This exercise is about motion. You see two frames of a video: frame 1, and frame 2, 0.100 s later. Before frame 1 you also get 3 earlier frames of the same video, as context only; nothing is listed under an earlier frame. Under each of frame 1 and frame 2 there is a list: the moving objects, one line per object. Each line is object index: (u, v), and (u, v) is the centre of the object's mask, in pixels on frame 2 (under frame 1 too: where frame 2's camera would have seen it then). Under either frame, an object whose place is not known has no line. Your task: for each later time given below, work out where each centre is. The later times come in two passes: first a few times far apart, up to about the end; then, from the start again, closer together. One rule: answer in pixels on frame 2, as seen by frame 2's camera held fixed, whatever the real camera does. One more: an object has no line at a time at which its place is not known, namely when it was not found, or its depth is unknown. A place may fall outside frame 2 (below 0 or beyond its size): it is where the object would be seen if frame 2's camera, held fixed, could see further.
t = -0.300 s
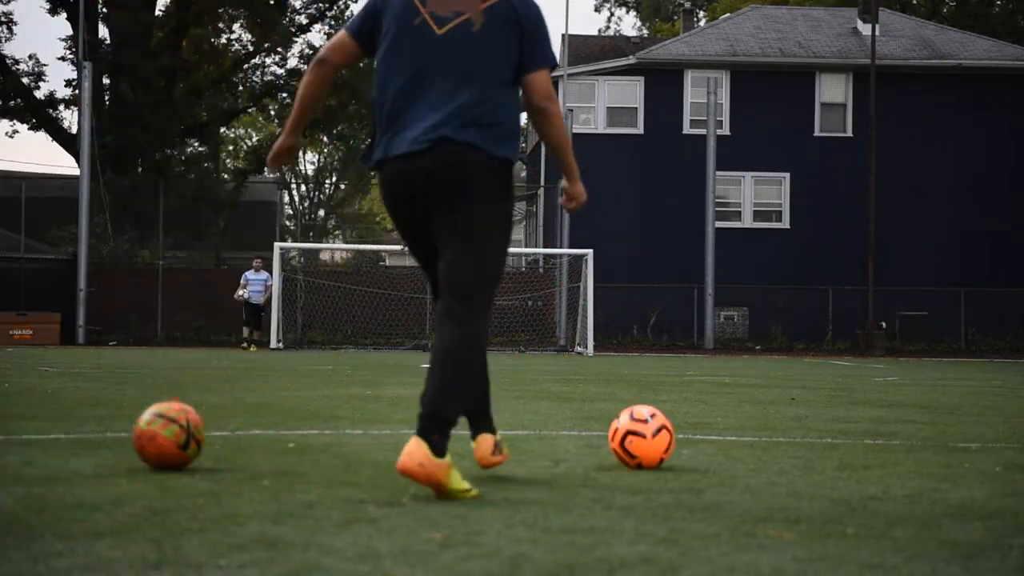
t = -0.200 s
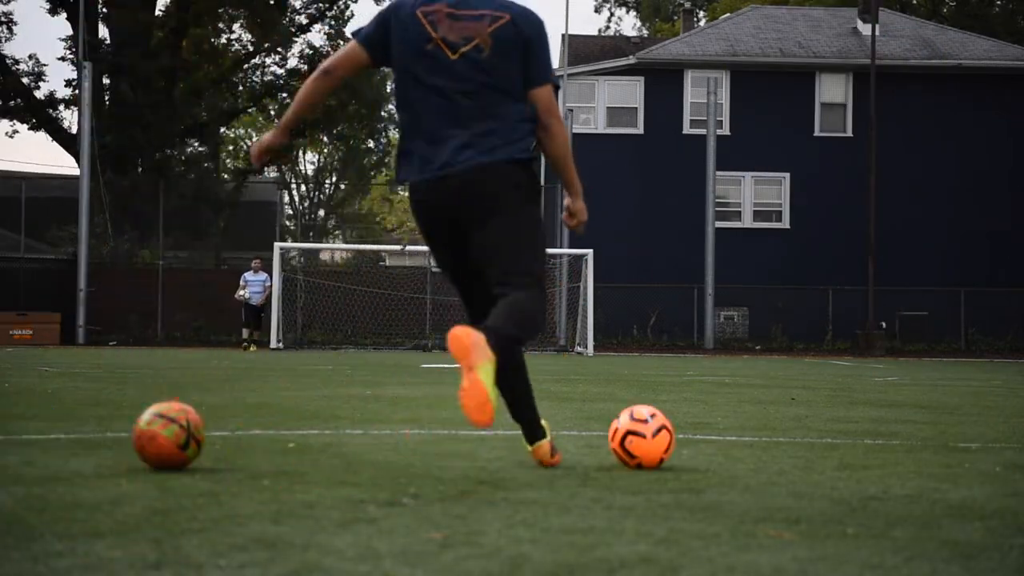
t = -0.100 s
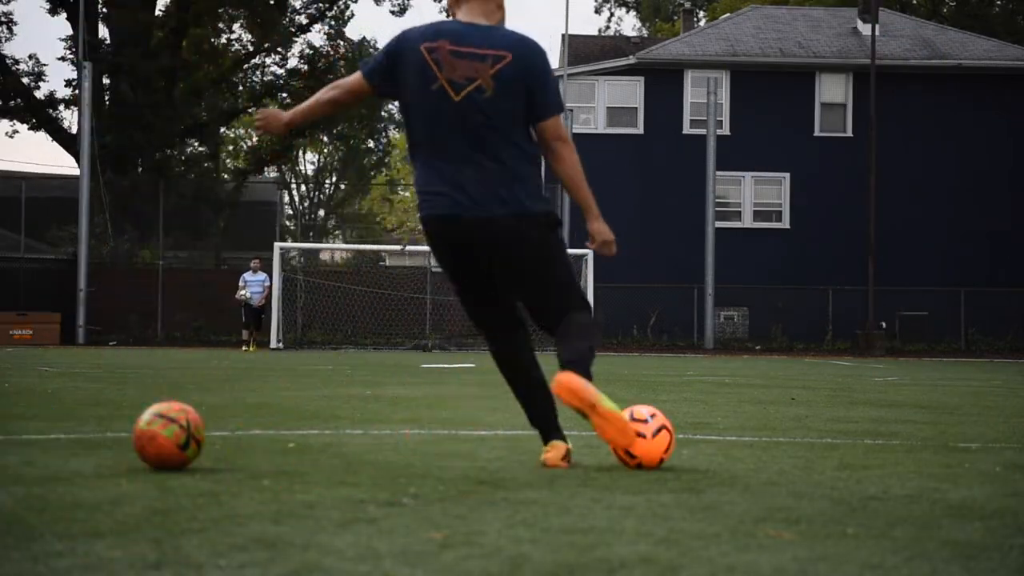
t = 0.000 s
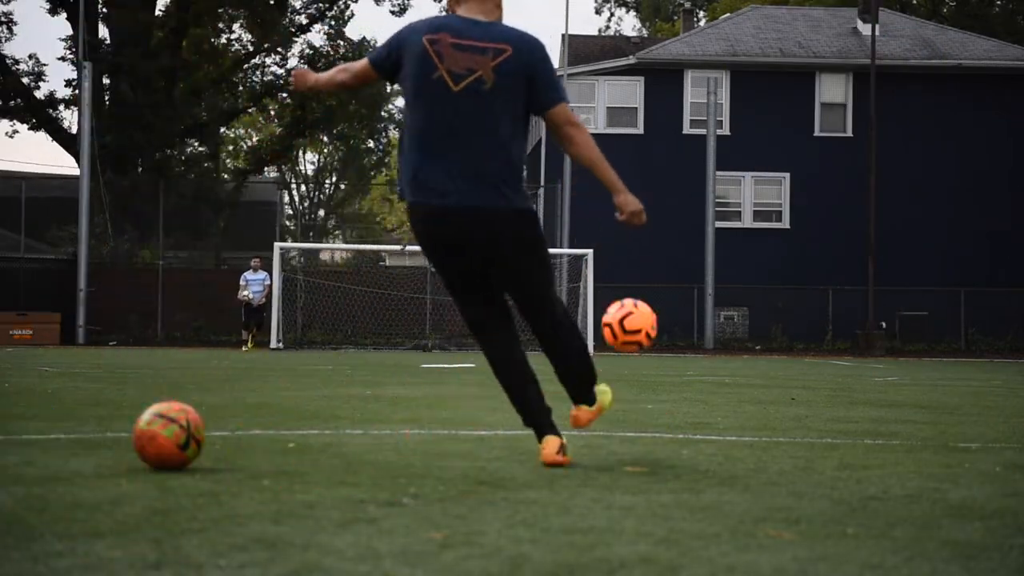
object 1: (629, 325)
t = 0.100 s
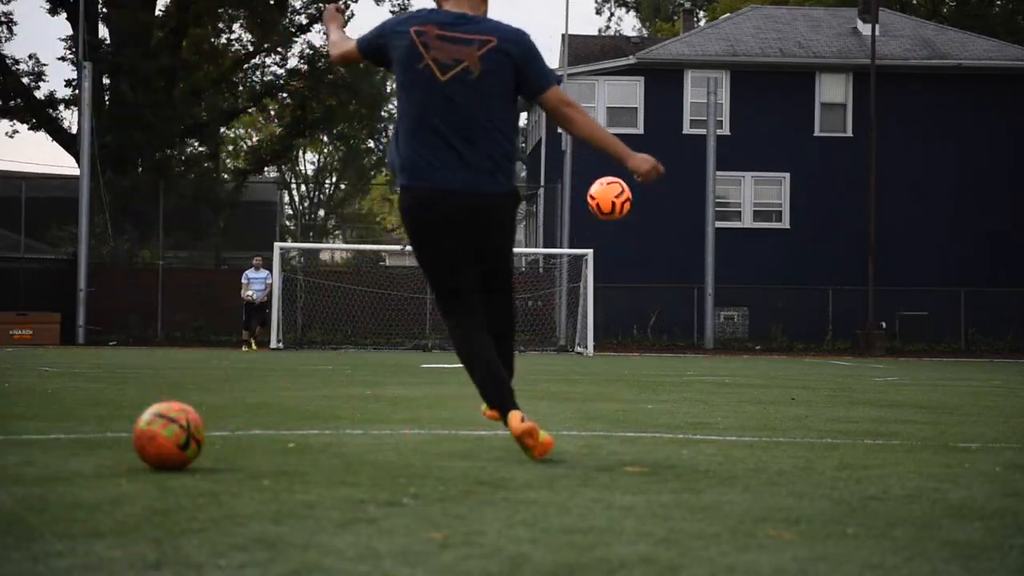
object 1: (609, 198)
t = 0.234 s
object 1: (586, 108)
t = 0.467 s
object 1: (555, 53)
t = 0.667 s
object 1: (532, 54)
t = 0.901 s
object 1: (506, 86)
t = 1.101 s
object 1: (487, 131)
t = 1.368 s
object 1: (461, 203)
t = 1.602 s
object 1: (438, 278)
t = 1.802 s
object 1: (436, 318)
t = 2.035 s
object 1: (442, 337)
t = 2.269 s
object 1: (441, 334)
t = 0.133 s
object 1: (602, 171)
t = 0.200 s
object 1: (593, 124)
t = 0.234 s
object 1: (586, 108)
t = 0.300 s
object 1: (577, 83)
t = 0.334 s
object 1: (572, 74)
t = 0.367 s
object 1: (568, 66)
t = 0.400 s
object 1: (564, 60)
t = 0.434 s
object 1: (559, 56)
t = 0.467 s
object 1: (555, 53)
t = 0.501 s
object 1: (551, 51)
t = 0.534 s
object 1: (547, 50)
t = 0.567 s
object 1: (543, 50)
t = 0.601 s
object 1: (539, 50)
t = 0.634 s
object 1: (536, 52)
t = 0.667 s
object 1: (532, 54)
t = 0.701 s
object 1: (528, 57)
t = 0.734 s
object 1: (524, 61)
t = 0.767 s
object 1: (521, 65)
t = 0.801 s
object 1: (517, 69)
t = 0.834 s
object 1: (513, 75)
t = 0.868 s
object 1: (510, 81)
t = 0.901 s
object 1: (506, 86)
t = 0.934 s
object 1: (503, 93)
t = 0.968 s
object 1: (499, 100)
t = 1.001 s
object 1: (496, 107)
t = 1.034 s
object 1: (493, 115)
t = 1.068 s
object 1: (490, 123)
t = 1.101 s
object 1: (487, 131)
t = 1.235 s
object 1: (475, 165)
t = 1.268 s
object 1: (472, 174)
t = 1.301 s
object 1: (467, 184)
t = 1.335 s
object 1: (464, 193)
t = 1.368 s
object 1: (461, 203)
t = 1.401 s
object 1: (459, 214)
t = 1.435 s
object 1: (455, 224)
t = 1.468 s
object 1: (453, 235)
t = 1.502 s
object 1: (448, 245)
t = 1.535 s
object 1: (445, 256)
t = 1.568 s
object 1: (442, 267)
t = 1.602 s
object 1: (438, 278)
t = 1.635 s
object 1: (436, 289)
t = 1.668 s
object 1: (435, 297)
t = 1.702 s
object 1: (435, 301)
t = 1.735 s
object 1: (436, 307)
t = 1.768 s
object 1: (436, 312)
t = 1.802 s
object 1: (436, 318)
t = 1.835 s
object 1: (437, 325)
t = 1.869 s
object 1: (437, 332)
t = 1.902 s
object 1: (439, 338)
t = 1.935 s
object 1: (438, 346)
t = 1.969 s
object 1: (441, 345)
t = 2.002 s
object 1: (442, 339)
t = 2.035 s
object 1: (442, 337)
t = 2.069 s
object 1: (443, 334)
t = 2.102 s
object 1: (443, 331)
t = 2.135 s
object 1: (443, 331)
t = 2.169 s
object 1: (442, 332)
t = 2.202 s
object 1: (441, 334)
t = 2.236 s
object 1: (441, 335)
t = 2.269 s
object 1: (441, 334)
